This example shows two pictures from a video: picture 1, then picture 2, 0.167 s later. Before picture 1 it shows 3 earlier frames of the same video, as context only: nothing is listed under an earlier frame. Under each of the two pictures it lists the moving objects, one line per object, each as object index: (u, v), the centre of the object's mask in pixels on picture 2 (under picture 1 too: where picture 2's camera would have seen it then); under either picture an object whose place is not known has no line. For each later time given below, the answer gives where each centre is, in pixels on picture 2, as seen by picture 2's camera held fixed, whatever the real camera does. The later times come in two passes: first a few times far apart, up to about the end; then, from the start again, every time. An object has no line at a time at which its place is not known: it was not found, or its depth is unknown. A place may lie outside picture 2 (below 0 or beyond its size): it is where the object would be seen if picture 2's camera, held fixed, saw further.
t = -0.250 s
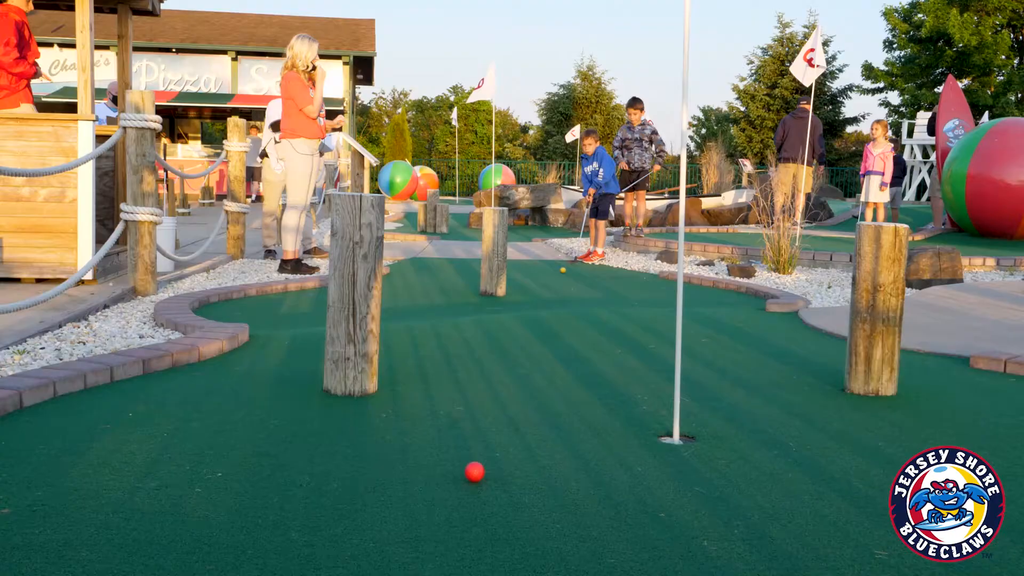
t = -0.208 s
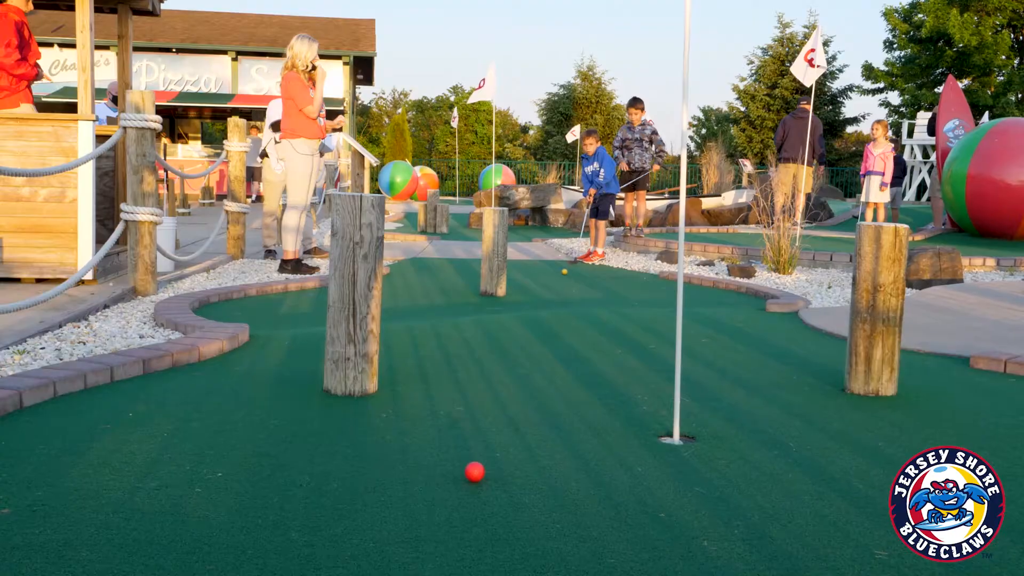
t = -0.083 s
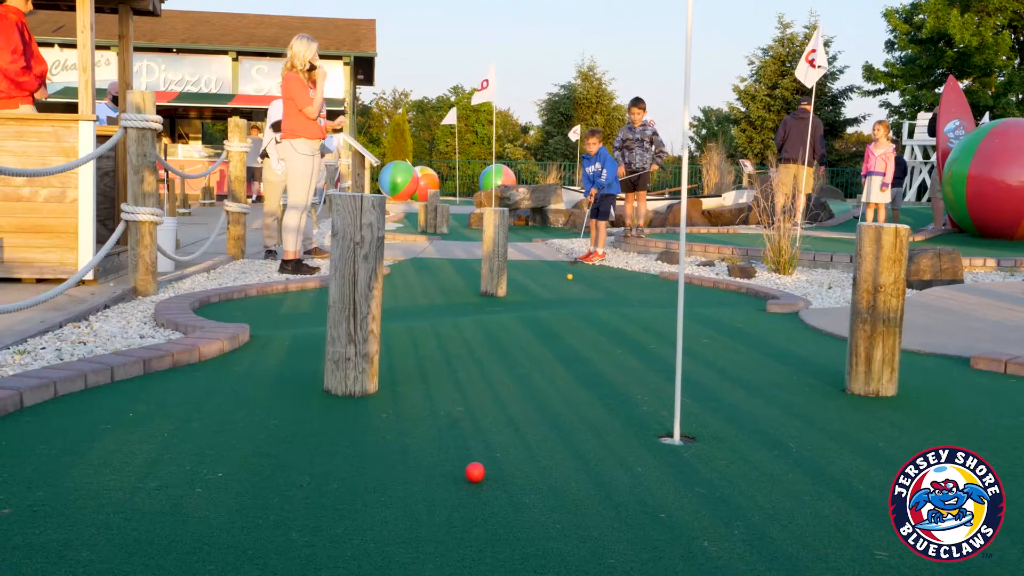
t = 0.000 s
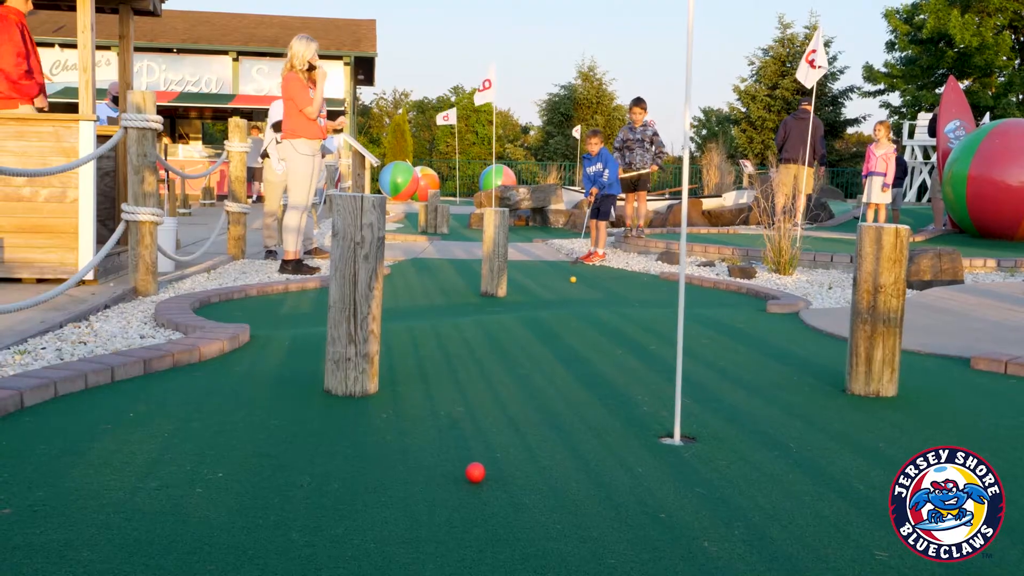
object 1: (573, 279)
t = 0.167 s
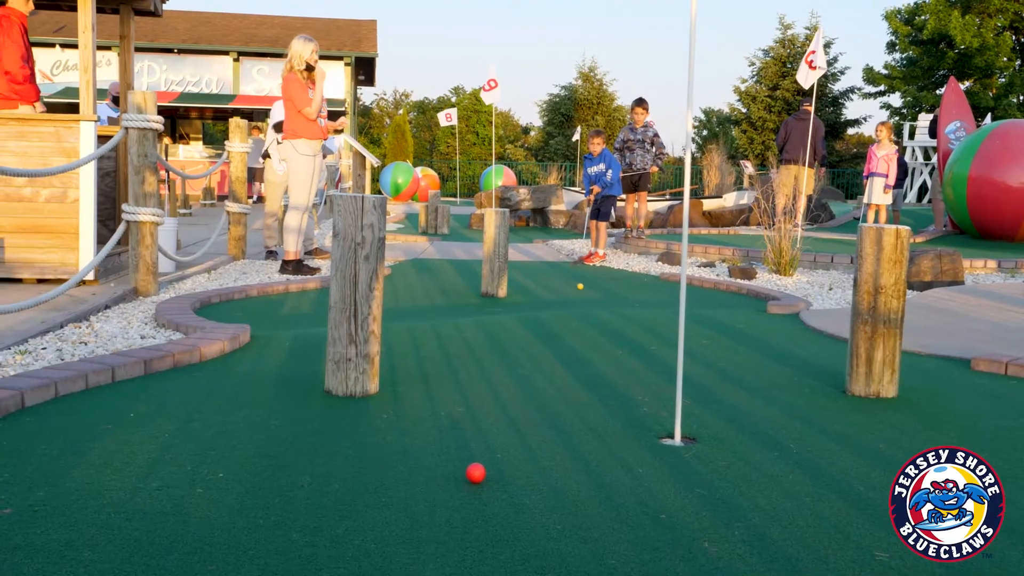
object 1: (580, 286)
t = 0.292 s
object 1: (584, 291)
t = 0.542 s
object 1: (594, 300)
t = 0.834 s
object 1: (605, 305)
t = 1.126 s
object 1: (611, 309)
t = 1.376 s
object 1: (616, 317)
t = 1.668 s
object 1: (623, 328)
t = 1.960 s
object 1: (628, 341)
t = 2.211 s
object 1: (635, 353)
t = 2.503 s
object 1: (645, 368)
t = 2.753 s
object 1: (654, 381)
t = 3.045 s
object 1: (666, 397)
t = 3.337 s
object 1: (679, 412)
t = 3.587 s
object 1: (686, 422)
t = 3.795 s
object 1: (688, 440)
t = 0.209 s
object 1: (581, 287)
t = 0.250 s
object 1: (581, 289)
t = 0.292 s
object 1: (584, 291)
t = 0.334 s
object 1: (586, 292)
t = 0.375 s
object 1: (588, 294)
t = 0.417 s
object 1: (589, 295)
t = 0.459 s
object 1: (591, 297)
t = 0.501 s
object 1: (592, 298)
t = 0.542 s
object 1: (594, 300)
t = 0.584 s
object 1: (596, 302)
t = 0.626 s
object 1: (597, 303)
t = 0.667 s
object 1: (599, 305)
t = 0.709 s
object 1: (600, 305)
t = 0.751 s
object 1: (602, 305)
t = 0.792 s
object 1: (603, 305)
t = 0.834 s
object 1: (605, 305)
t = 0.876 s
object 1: (606, 305)
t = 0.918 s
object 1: (607, 305)
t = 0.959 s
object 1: (608, 305)
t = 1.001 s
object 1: (609, 305)
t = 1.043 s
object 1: (609, 306)
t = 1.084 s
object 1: (610, 307)
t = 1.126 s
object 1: (611, 309)
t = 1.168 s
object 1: (611, 310)
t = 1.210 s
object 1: (613, 311)
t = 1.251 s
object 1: (613, 313)
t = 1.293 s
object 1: (614, 314)
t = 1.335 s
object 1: (615, 315)
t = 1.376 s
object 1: (616, 317)
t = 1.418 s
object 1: (617, 319)
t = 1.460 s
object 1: (618, 320)
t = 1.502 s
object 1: (619, 322)
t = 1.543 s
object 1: (620, 323)
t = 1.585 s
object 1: (621, 324)
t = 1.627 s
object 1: (622, 326)
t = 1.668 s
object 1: (623, 328)
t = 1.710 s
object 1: (623, 330)
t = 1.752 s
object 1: (624, 332)
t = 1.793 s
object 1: (625, 333)
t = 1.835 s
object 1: (626, 335)
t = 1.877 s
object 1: (627, 337)
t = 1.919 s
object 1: (628, 339)
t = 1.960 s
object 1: (628, 341)
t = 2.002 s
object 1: (630, 343)
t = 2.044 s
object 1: (631, 345)
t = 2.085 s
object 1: (632, 347)
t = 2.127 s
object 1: (632, 349)
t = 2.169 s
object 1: (633, 351)
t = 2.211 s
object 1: (635, 353)
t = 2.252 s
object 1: (636, 355)
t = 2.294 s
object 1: (638, 357)
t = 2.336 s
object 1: (639, 359)
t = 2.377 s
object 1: (641, 362)
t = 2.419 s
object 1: (642, 364)
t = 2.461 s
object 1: (643, 366)
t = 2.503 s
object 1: (645, 368)
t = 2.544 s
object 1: (647, 370)
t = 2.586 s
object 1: (648, 372)
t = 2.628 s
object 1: (650, 375)
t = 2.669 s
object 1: (651, 377)
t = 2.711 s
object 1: (652, 379)
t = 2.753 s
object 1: (654, 381)
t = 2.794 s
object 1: (656, 383)
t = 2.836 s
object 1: (657, 386)
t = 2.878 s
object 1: (659, 388)
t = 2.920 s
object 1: (661, 390)
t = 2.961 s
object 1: (662, 393)
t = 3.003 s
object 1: (664, 395)
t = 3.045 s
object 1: (666, 397)
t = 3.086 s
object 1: (667, 399)
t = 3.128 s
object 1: (668, 402)
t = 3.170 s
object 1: (669, 403)
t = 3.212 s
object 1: (672, 405)
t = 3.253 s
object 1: (673, 408)
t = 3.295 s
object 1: (677, 410)
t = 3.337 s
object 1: (679, 412)
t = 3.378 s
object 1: (682, 414)
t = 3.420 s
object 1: (683, 416)
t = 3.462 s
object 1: (684, 417)
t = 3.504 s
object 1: (684, 419)
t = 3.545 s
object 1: (685, 421)
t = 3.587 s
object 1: (686, 422)
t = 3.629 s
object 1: (688, 424)
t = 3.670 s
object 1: (689, 426)
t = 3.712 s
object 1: (690, 430)
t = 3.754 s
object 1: (690, 434)
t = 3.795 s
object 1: (688, 440)
